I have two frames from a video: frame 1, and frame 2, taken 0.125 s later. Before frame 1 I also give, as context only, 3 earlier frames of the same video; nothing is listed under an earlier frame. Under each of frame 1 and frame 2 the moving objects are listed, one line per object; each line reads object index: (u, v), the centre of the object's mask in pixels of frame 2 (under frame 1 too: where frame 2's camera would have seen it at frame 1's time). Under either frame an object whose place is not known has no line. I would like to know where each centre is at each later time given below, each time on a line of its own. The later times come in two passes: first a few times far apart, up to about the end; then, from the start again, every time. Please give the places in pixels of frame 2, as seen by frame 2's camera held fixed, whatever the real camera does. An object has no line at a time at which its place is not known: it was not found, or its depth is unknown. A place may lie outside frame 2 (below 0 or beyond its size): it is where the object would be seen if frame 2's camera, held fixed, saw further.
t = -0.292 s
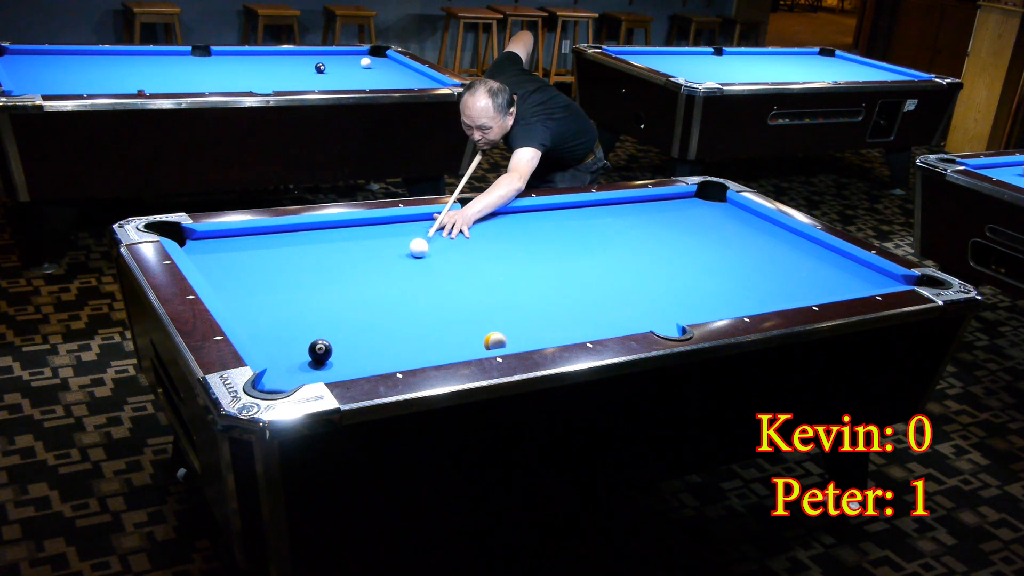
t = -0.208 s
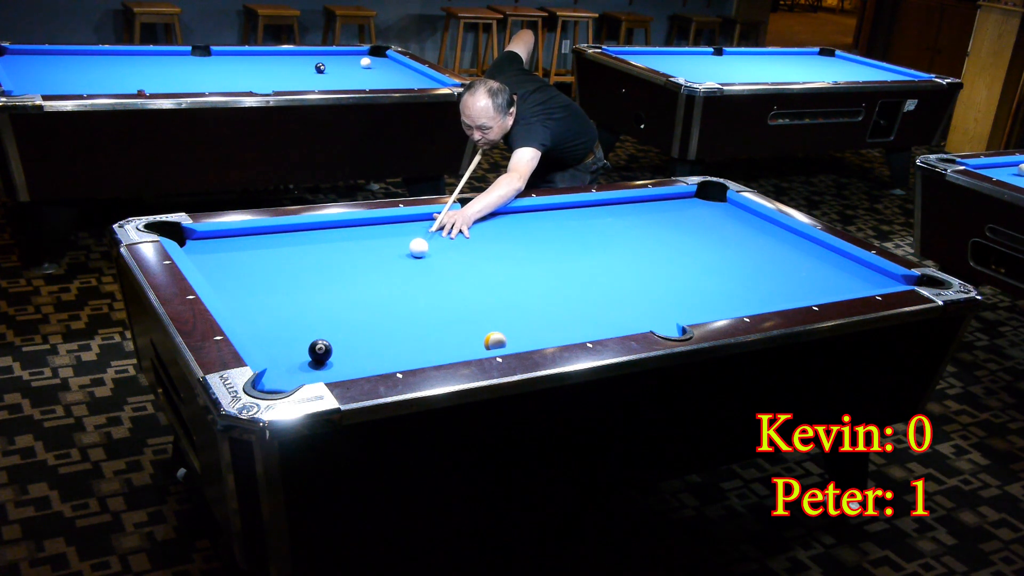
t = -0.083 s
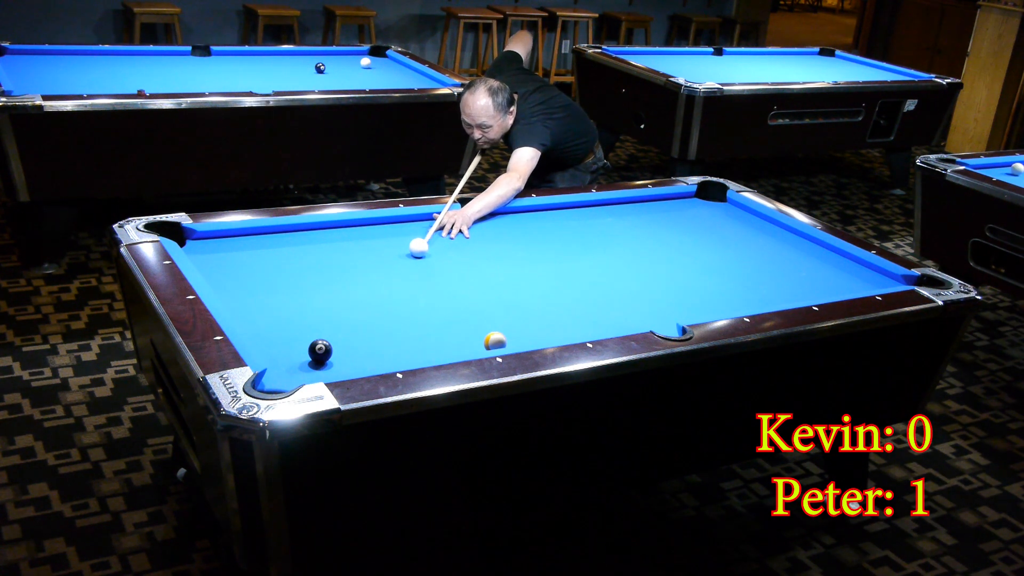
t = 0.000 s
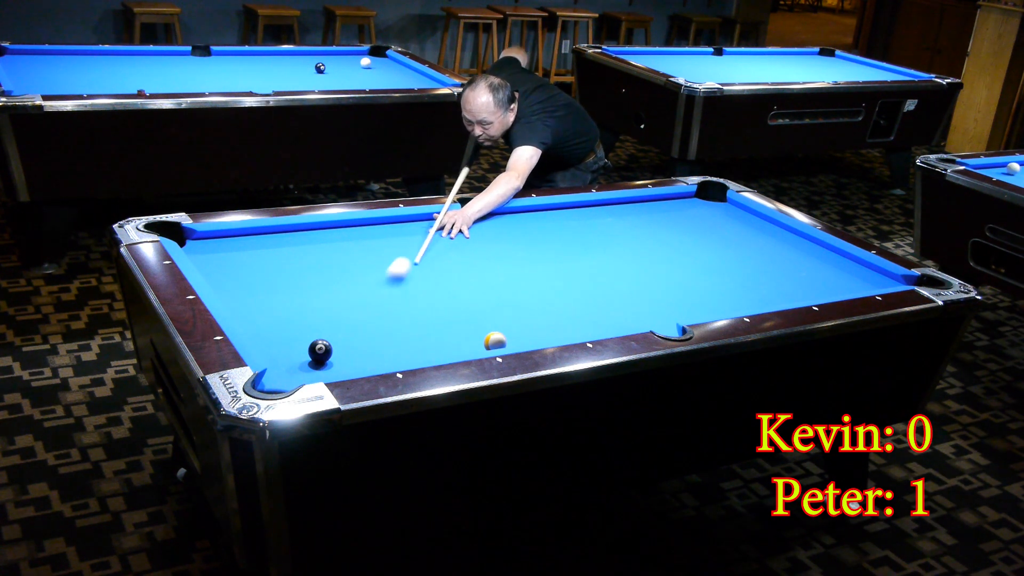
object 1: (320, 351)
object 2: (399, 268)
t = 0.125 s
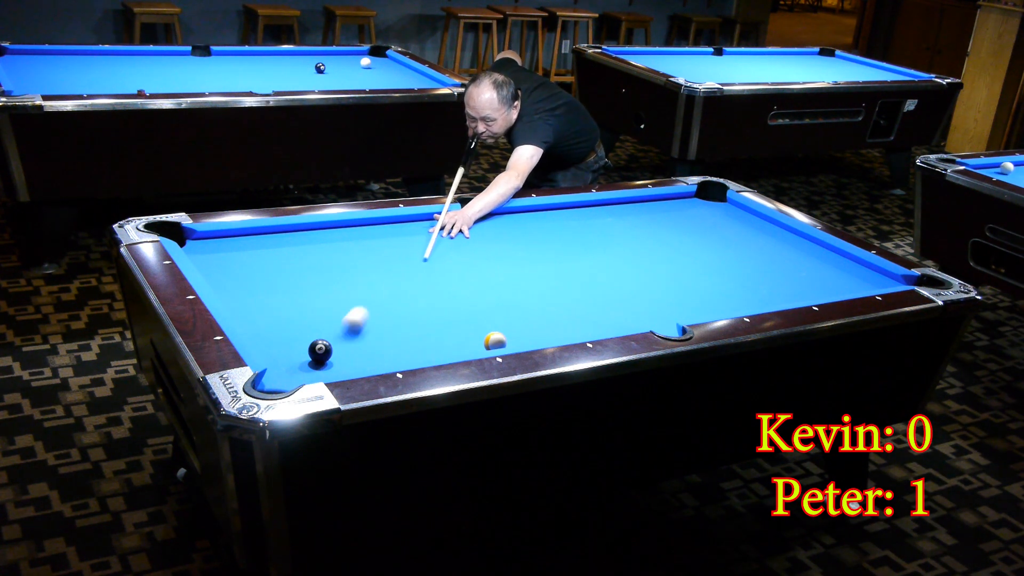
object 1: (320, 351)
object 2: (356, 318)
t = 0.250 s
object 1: (283, 377)
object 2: (360, 350)
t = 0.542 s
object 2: (427, 351)
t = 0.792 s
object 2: (460, 341)
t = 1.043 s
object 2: (489, 326)
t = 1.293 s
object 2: (516, 318)
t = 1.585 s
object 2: (543, 307)
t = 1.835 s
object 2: (564, 298)
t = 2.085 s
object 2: (582, 290)
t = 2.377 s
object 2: (601, 283)
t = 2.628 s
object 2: (615, 276)
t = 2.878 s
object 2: (628, 271)
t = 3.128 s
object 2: (638, 266)
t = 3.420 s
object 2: (649, 260)
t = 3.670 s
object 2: (657, 257)
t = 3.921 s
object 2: (664, 253)
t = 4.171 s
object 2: (670, 250)
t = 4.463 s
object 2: (675, 248)
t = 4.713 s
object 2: (678, 246)
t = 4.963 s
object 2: (680, 244)
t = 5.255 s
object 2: (682, 242)
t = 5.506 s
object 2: (682, 242)
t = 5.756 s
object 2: (683, 241)
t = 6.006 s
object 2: (682, 241)
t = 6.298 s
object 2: (682, 241)
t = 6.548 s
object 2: (682, 241)
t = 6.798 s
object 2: (682, 241)
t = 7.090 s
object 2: (682, 241)
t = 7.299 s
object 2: (682, 241)
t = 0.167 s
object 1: (320, 351)
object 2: (341, 337)
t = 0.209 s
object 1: (295, 364)
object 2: (347, 346)
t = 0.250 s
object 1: (283, 377)
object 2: (360, 350)
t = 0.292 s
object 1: (293, 384)
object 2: (372, 352)
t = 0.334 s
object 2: (383, 354)
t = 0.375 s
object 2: (394, 355)
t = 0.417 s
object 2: (405, 355)
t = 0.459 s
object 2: (415, 355)
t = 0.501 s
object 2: (421, 353)
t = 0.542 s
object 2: (427, 351)
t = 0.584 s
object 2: (433, 350)
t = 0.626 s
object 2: (439, 348)
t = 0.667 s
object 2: (444, 346)
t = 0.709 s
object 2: (450, 345)
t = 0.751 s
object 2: (455, 343)
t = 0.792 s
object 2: (460, 341)
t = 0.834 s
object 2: (466, 339)
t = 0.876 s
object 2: (471, 336)
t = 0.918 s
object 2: (475, 334)
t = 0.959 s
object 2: (480, 332)
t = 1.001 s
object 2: (484, 329)
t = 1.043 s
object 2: (489, 326)
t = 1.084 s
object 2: (495, 324)
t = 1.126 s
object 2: (499, 324)
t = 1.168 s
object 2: (504, 323)
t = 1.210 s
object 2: (508, 322)
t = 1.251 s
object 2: (512, 320)
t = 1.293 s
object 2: (516, 318)
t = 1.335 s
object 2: (520, 316)
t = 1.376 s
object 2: (525, 315)
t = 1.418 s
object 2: (528, 313)
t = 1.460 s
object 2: (532, 311)
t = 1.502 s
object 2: (536, 310)
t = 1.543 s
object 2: (540, 308)
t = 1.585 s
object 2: (543, 307)
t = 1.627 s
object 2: (547, 305)
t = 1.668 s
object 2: (550, 304)
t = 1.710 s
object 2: (554, 302)
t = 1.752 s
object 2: (557, 301)
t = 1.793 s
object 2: (561, 300)
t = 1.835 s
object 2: (564, 298)
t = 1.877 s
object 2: (567, 297)
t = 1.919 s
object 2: (570, 295)
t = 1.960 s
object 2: (573, 294)
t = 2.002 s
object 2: (576, 293)
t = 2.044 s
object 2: (579, 292)
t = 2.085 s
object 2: (582, 290)
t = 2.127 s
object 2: (585, 289)
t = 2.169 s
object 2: (588, 288)
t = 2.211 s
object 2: (591, 287)
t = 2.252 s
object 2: (593, 286)
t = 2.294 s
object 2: (596, 285)
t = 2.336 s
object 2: (599, 284)
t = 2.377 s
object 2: (601, 283)
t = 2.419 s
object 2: (603, 281)
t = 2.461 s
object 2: (606, 280)
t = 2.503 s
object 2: (608, 279)
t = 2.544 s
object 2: (611, 278)
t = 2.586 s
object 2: (613, 277)
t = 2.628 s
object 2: (615, 276)
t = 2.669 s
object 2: (618, 275)
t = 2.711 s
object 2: (620, 274)
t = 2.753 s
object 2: (622, 274)
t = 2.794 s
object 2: (624, 273)
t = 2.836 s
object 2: (626, 272)
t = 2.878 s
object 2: (628, 271)
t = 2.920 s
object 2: (630, 270)
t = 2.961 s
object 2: (632, 269)
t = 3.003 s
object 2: (633, 268)
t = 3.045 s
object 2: (635, 267)
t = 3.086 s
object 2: (637, 266)
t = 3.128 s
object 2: (638, 266)
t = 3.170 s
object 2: (640, 265)
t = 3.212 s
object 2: (642, 264)
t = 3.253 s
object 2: (643, 263)
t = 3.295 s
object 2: (645, 263)
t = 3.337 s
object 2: (646, 262)
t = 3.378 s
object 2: (648, 261)
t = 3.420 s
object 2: (649, 260)
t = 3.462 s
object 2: (650, 260)
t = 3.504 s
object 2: (652, 259)
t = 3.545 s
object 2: (653, 258)
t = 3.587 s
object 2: (655, 258)
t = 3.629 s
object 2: (656, 257)
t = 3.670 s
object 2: (657, 257)
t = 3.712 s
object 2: (658, 256)
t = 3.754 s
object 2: (660, 255)
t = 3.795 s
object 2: (661, 255)
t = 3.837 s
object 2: (662, 254)
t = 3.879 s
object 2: (663, 254)
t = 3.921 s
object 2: (664, 253)
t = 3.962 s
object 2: (665, 253)
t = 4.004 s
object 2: (666, 252)
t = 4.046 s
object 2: (667, 252)
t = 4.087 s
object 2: (668, 251)
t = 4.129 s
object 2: (669, 251)
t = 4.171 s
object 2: (670, 250)
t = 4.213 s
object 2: (670, 250)
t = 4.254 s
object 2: (671, 249)
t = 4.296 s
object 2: (672, 249)
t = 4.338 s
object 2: (673, 249)
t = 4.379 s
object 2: (673, 248)
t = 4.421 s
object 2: (674, 248)
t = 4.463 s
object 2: (675, 248)
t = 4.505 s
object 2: (676, 247)
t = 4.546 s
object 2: (676, 247)
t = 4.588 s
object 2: (677, 247)
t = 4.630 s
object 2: (677, 246)
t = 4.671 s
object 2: (678, 246)
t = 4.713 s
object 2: (678, 246)
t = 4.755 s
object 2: (679, 245)
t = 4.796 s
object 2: (679, 245)
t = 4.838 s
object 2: (679, 245)
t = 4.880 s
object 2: (680, 244)
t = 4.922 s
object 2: (680, 244)
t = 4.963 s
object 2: (680, 244)
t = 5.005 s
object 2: (681, 244)
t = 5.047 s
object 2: (681, 243)
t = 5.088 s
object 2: (681, 243)
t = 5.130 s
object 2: (681, 243)
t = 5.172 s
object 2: (681, 243)
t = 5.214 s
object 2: (681, 243)
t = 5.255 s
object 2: (682, 242)
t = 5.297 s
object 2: (682, 242)
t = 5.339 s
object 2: (682, 242)
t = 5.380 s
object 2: (682, 242)
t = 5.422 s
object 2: (682, 242)
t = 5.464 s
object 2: (682, 242)
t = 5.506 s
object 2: (682, 242)
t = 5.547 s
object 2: (682, 242)
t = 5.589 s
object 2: (683, 242)
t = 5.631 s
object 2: (683, 242)
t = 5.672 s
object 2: (683, 242)
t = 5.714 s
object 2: (683, 242)
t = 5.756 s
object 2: (683, 241)
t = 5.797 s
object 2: (682, 241)
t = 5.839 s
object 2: (682, 241)
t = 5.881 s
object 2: (682, 241)
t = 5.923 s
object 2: (682, 241)
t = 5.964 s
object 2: (682, 241)
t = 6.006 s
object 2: (682, 241)
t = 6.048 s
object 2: (682, 241)
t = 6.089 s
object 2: (682, 241)
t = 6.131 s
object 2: (682, 241)
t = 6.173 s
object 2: (682, 241)
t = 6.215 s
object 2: (682, 241)
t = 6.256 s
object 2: (682, 241)
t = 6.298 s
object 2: (682, 241)
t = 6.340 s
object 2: (682, 241)
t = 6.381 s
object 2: (682, 241)
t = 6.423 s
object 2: (682, 241)
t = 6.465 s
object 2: (682, 241)
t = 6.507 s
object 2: (682, 241)
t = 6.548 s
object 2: (682, 241)
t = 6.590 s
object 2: (682, 241)
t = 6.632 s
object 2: (682, 241)
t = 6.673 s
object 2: (682, 241)
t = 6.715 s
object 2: (682, 241)
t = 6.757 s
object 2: (682, 241)
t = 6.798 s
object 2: (682, 241)
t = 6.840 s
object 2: (682, 241)
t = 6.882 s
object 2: (683, 241)
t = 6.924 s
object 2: (682, 241)
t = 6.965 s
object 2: (682, 241)
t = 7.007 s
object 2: (682, 241)
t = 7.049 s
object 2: (682, 241)
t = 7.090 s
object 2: (682, 241)
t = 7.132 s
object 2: (682, 241)
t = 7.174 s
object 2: (682, 241)
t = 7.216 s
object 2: (682, 241)
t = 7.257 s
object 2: (682, 241)
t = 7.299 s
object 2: (682, 241)
